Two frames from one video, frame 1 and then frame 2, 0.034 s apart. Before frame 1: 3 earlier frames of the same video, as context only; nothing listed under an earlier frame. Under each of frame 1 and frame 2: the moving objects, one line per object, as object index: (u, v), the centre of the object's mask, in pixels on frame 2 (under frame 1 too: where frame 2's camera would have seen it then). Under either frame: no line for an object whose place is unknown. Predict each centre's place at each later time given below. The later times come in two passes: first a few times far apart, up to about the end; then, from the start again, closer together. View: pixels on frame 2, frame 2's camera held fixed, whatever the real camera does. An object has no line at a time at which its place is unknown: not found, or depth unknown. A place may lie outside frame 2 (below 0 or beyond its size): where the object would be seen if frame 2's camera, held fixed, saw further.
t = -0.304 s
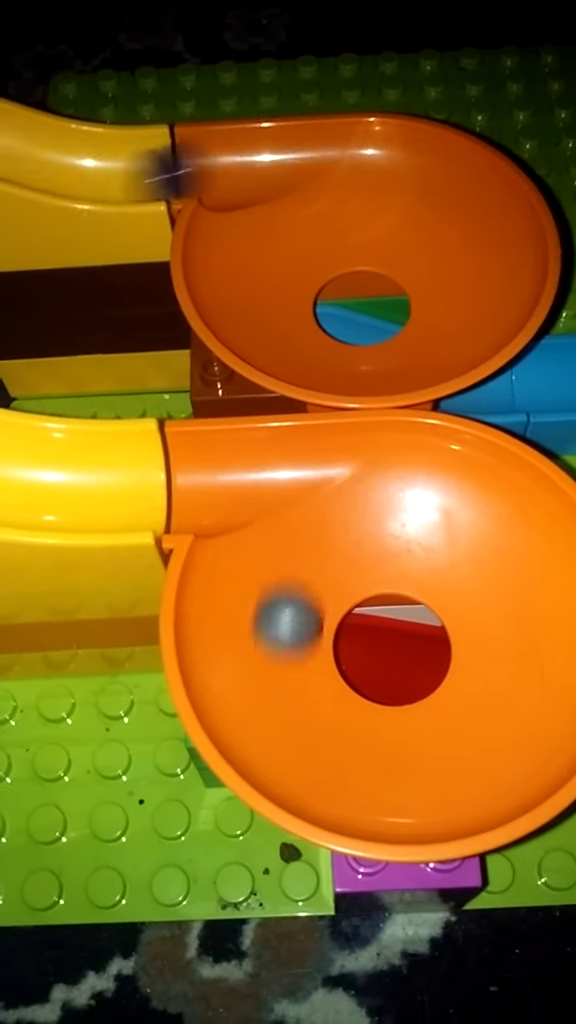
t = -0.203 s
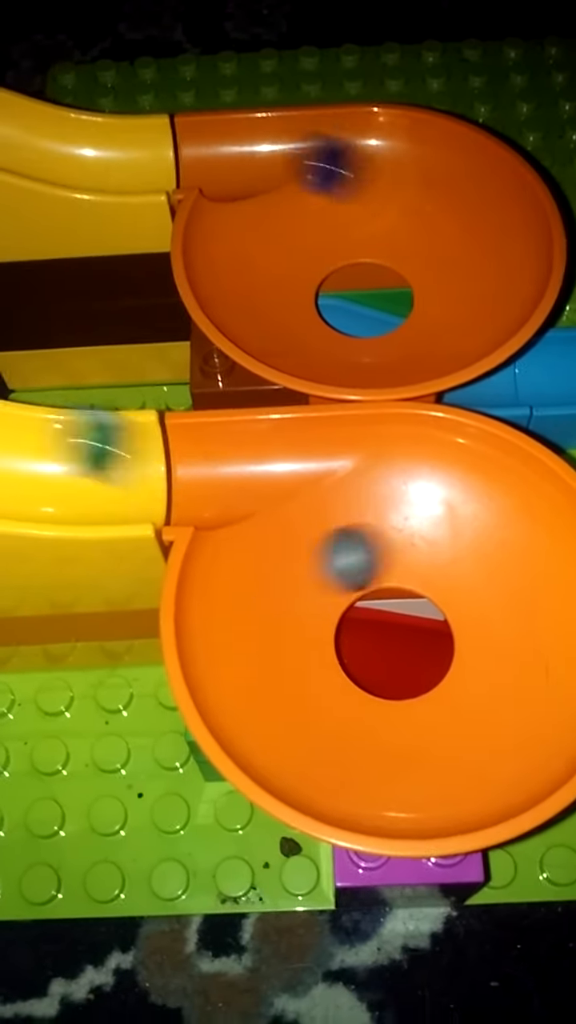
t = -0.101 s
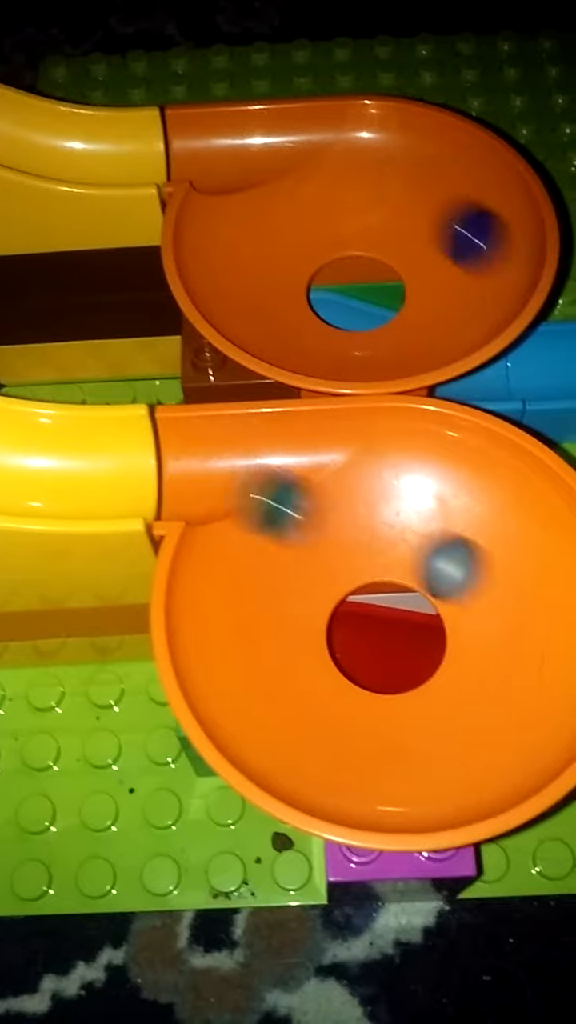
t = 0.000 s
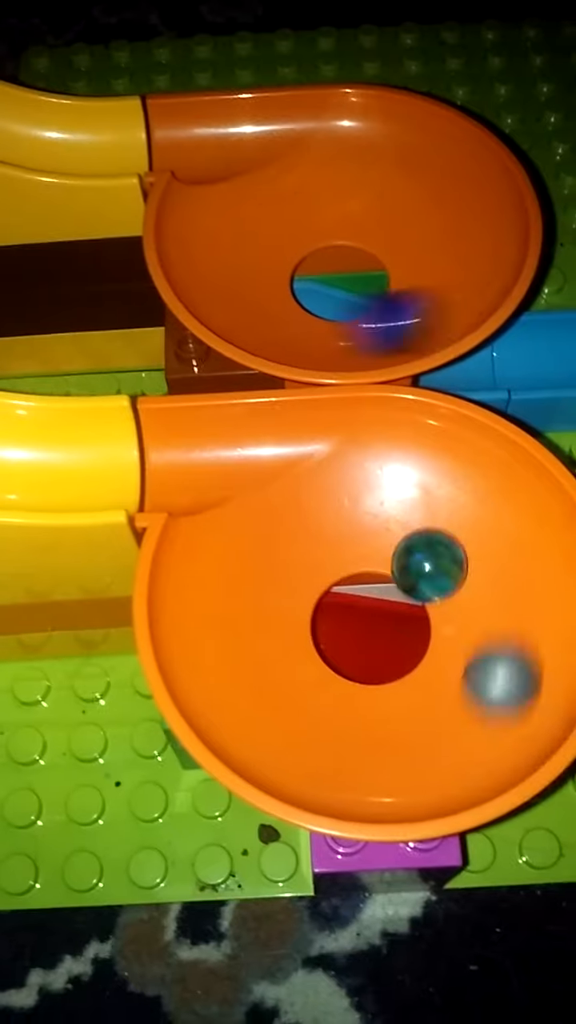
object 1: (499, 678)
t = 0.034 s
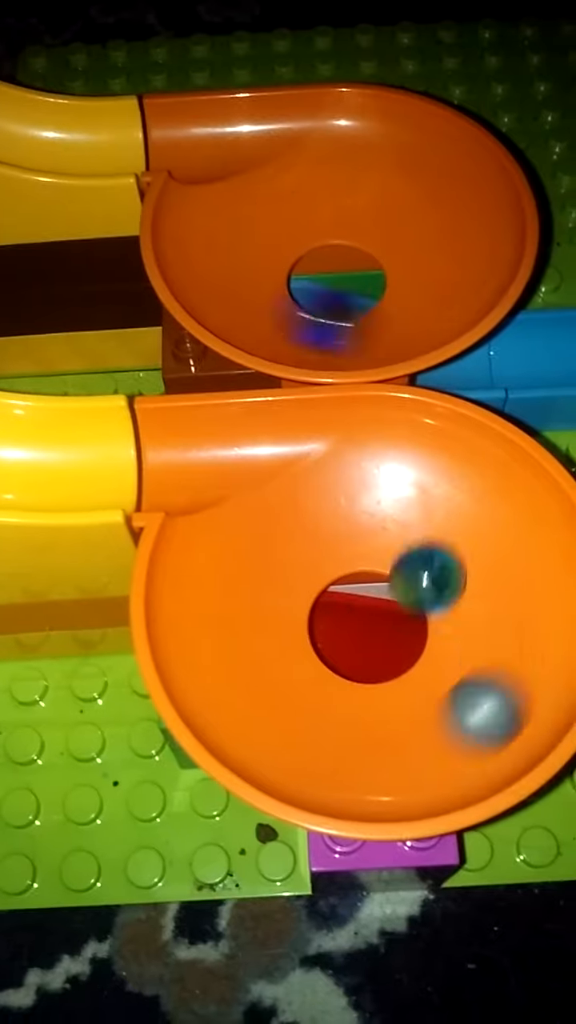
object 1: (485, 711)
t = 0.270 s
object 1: (266, 555)
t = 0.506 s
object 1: (456, 602)
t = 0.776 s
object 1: (290, 624)
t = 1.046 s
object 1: (445, 620)
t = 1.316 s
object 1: (295, 614)
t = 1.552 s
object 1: (418, 559)
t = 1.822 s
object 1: (322, 680)
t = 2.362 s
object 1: (331, 688)
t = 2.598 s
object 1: (371, 542)
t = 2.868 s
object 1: (375, 683)
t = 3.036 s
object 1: (314, 608)
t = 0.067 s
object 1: (451, 731)
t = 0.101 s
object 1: (407, 735)
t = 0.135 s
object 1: (358, 720)
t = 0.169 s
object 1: (309, 686)
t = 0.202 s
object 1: (279, 640)
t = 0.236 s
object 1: (265, 593)
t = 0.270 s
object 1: (266, 555)
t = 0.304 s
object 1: (282, 523)
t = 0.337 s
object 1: (305, 505)
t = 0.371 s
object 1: (336, 500)
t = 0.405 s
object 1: (369, 510)
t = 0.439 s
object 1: (405, 532)
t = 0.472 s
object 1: (434, 565)
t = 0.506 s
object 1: (456, 602)
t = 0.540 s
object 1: (466, 643)
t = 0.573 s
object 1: (460, 680)
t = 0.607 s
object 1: (439, 709)
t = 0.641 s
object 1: (408, 723)
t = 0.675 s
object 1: (368, 720)
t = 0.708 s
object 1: (332, 699)
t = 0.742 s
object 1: (306, 666)
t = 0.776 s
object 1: (290, 624)
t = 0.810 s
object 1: (285, 581)
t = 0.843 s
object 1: (293, 547)
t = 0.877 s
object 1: (310, 522)
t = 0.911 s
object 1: (334, 510)
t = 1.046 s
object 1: (445, 620)
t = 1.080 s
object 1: (447, 657)
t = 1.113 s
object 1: (436, 690)
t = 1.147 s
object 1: (414, 710)
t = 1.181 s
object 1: (382, 718)
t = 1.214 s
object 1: (348, 708)
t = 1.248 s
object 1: (321, 683)
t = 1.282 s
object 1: (303, 650)
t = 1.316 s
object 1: (295, 614)
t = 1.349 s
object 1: (297, 580)
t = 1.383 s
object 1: (307, 550)
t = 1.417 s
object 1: (325, 530)
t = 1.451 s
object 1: (348, 521)
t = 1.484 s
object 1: (373, 524)
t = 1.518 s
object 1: (397, 536)
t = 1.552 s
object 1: (418, 559)
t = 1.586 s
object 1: (433, 589)
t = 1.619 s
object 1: (441, 622)
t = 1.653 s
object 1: (439, 655)
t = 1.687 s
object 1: (428, 684)
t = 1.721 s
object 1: (405, 704)
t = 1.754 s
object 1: (375, 709)
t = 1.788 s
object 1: (346, 701)
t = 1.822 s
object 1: (322, 680)
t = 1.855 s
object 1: (307, 650)
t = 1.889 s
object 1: (299, 619)
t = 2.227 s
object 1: (421, 668)
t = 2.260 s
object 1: (403, 689)
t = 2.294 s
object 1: (379, 701)
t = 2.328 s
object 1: (352, 701)
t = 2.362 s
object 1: (331, 688)
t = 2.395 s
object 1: (315, 666)
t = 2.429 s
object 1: (309, 639)
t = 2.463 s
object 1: (308, 613)
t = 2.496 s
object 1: (316, 587)
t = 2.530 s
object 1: (331, 565)
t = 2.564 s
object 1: (350, 550)
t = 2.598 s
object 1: (371, 542)
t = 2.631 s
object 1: (391, 544)
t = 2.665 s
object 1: (409, 554)
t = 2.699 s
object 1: (422, 571)
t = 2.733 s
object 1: (428, 595)
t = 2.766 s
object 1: (426, 622)
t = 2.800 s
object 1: (414, 648)
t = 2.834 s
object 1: (397, 668)
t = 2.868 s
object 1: (375, 683)
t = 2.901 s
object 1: (351, 689)
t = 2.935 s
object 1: (312, 672)
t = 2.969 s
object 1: (304, 653)
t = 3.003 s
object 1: (306, 630)
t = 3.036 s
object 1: (314, 608)
